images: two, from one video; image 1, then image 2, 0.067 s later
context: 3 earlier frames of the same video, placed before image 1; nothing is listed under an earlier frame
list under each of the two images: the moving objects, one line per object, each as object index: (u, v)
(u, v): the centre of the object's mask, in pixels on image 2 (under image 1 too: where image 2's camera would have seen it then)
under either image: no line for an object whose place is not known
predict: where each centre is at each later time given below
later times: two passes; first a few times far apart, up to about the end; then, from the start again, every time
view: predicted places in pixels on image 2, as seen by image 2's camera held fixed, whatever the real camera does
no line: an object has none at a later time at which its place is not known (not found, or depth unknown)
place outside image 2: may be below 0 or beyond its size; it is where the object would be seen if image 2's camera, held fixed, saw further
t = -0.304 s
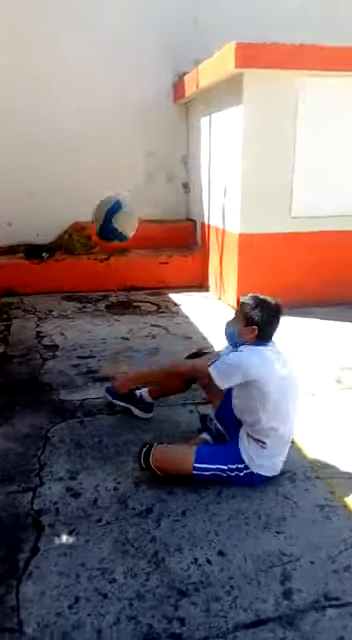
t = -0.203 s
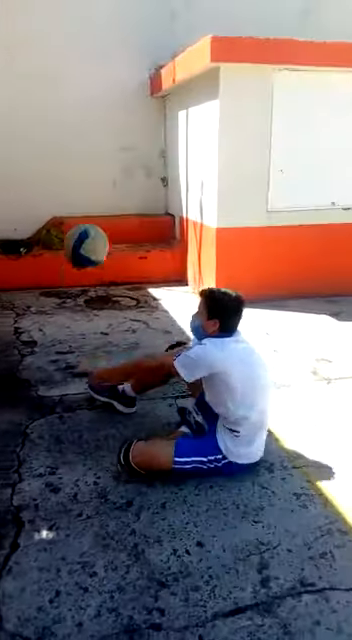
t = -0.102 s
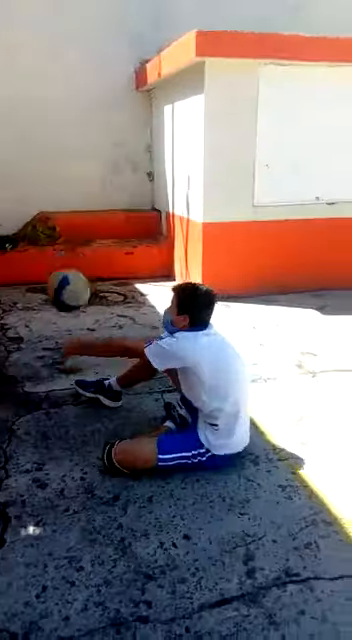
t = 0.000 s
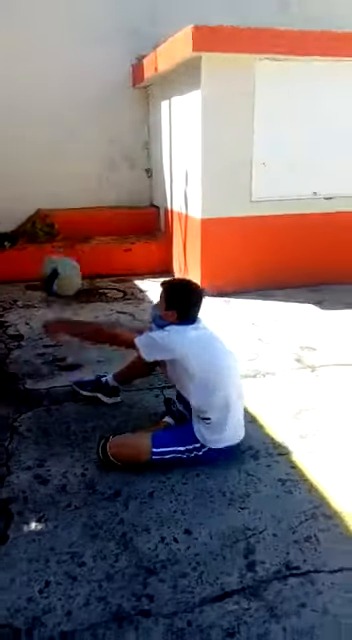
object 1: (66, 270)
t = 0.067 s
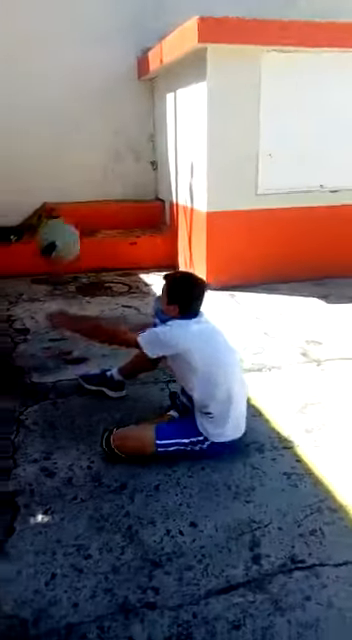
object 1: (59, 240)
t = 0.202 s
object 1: (46, 210)
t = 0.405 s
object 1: (36, 234)
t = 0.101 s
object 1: (54, 229)
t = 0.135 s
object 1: (51, 222)
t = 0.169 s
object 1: (49, 215)
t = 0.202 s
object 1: (46, 210)
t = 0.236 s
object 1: (43, 210)
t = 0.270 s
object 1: (41, 210)
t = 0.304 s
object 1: (39, 212)
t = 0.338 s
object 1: (38, 216)
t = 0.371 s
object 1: (36, 224)
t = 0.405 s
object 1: (36, 234)
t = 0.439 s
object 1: (34, 246)
